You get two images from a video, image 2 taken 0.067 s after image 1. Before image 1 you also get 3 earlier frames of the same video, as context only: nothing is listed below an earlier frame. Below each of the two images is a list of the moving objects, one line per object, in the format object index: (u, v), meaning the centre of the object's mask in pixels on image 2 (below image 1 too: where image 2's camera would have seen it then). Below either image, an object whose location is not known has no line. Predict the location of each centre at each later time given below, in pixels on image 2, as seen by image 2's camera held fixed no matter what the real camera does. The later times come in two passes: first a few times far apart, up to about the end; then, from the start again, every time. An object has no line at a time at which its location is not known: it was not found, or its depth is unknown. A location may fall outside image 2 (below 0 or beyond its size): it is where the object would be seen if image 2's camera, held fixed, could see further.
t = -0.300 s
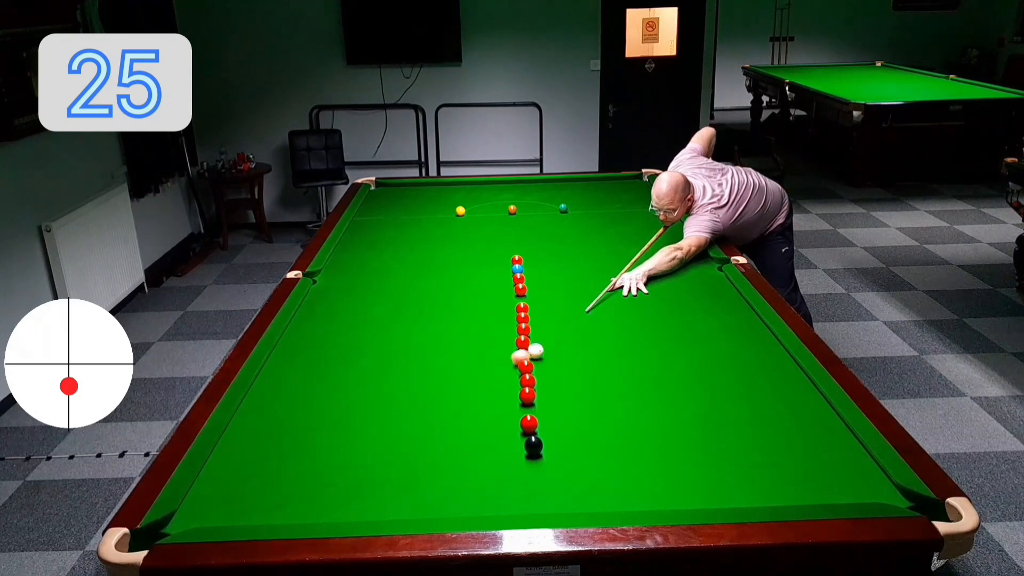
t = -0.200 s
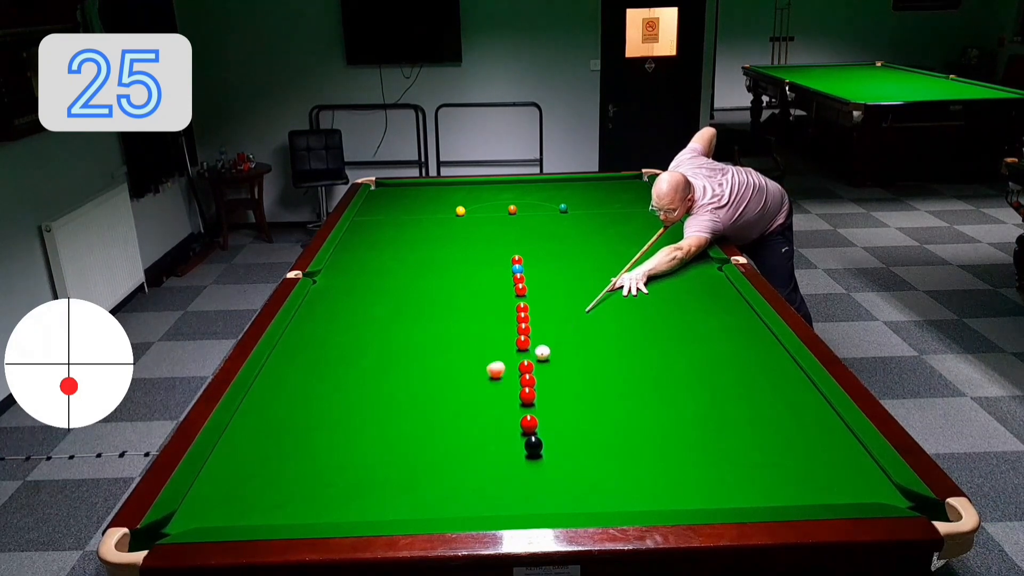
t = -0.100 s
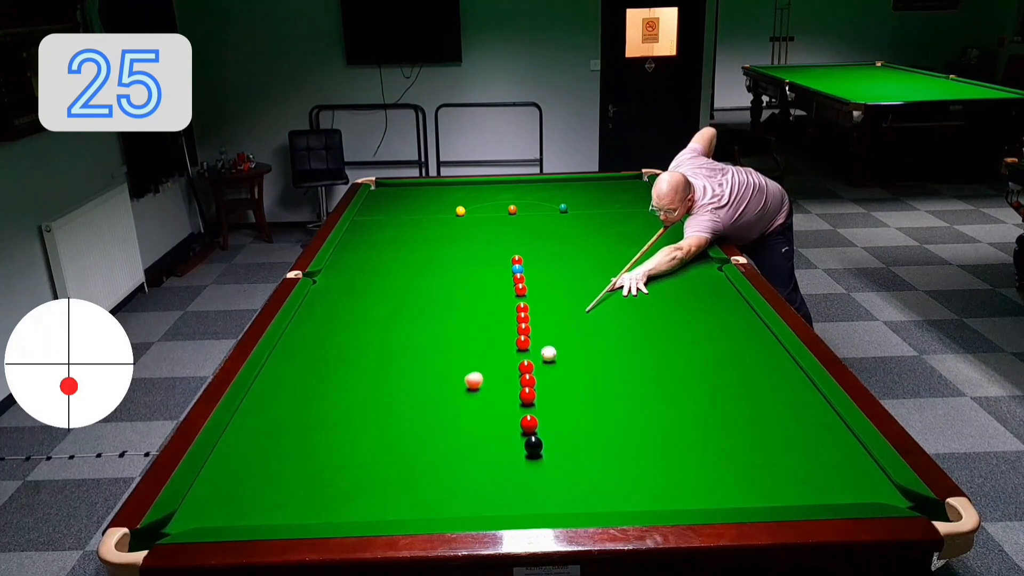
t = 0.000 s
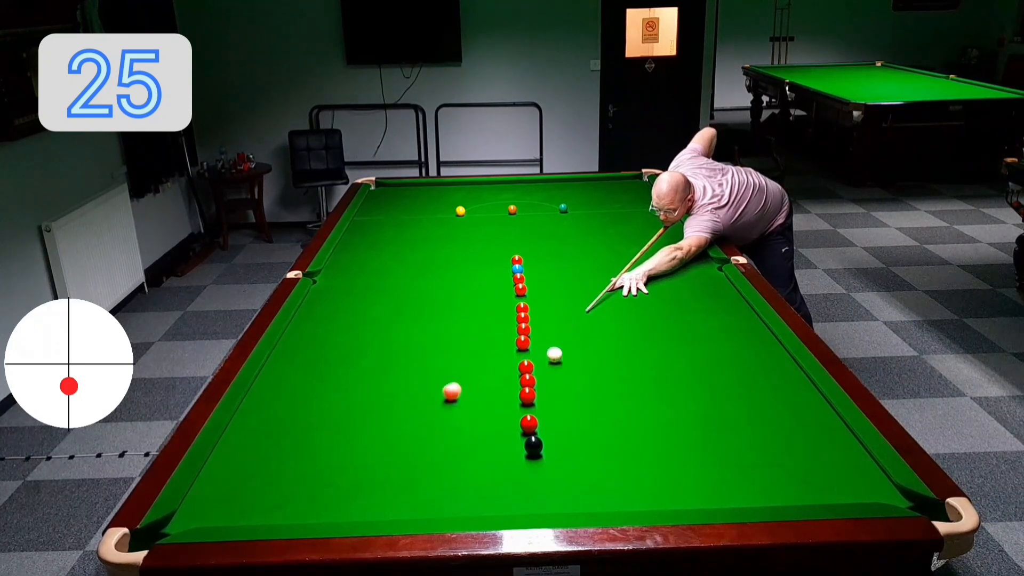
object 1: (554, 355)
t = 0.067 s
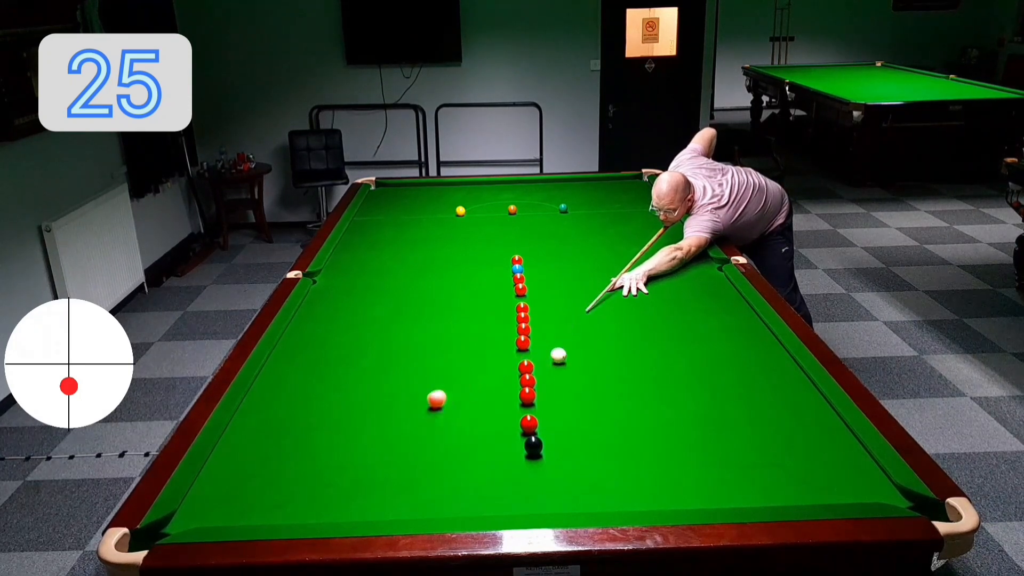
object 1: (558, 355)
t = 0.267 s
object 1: (569, 357)
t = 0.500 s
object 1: (581, 359)
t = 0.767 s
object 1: (594, 361)
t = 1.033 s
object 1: (604, 362)
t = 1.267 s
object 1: (612, 363)
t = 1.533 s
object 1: (620, 364)
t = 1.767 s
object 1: (625, 365)
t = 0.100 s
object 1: (560, 355)
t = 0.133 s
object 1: (562, 356)
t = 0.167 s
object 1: (564, 356)
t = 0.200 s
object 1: (566, 356)
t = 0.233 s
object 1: (568, 357)
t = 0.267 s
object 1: (569, 357)
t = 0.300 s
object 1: (571, 357)
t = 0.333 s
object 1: (573, 357)
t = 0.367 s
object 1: (575, 358)
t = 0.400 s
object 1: (576, 358)
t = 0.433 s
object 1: (578, 358)
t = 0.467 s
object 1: (580, 358)
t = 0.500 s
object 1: (581, 359)
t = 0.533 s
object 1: (583, 359)
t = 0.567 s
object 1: (584, 359)
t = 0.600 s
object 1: (586, 359)
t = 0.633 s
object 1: (588, 360)
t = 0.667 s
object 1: (589, 360)
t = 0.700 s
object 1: (591, 360)
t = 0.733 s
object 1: (592, 360)
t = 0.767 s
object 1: (594, 361)
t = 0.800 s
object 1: (595, 361)
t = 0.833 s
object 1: (596, 361)
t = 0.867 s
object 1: (598, 361)
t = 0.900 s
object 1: (599, 361)
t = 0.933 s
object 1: (600, 362)
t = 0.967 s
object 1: (602, 362)
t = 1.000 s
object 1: (603, 362)
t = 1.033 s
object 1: (604, 362)
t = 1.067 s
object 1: (606, 362)
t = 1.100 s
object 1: (607, 362)
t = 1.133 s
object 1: (608, 363)
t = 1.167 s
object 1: (609, 363)
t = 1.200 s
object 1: (610, 363)
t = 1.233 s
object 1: (611, 363)
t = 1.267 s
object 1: (612, 363)
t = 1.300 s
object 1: (614, 364)
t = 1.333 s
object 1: (615, 364)
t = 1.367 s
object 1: (616, 364)
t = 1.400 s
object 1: (617, 364)
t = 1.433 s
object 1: (618, 364)
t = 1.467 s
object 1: (618, 364)
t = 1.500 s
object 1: (619, 364)
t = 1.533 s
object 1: (620, 364)
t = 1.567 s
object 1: (621, 364)
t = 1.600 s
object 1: (622, 364)
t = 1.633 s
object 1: (623, 365)
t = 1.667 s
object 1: (623, 365)
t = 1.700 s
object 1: (624, 365)
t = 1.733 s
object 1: (625, 365)
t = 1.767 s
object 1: (625, 365)
